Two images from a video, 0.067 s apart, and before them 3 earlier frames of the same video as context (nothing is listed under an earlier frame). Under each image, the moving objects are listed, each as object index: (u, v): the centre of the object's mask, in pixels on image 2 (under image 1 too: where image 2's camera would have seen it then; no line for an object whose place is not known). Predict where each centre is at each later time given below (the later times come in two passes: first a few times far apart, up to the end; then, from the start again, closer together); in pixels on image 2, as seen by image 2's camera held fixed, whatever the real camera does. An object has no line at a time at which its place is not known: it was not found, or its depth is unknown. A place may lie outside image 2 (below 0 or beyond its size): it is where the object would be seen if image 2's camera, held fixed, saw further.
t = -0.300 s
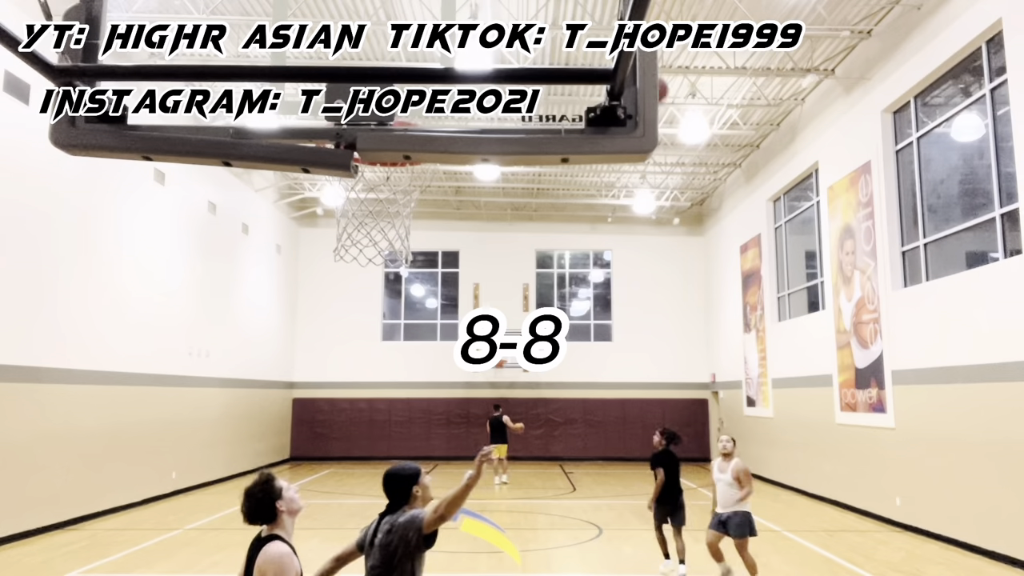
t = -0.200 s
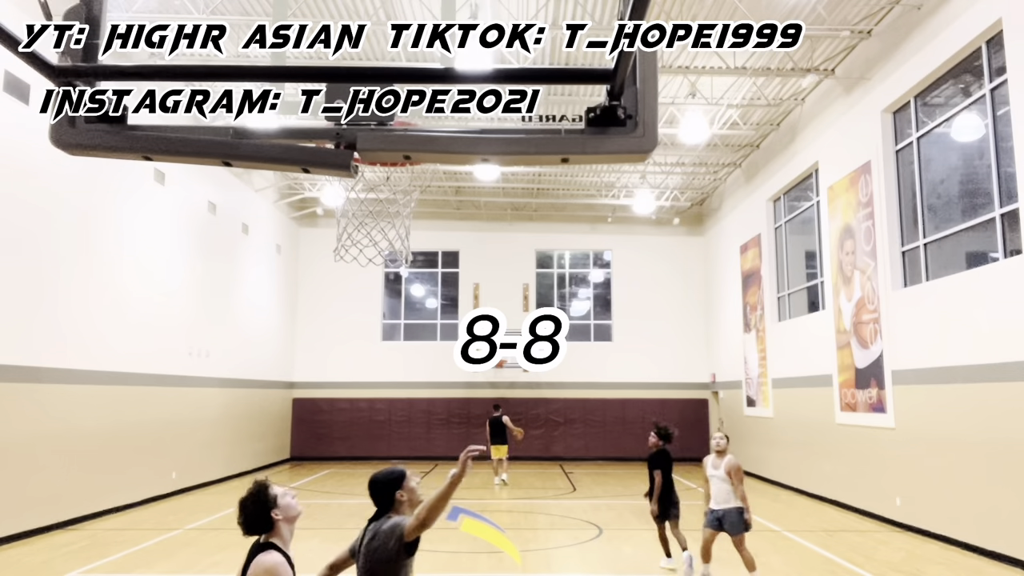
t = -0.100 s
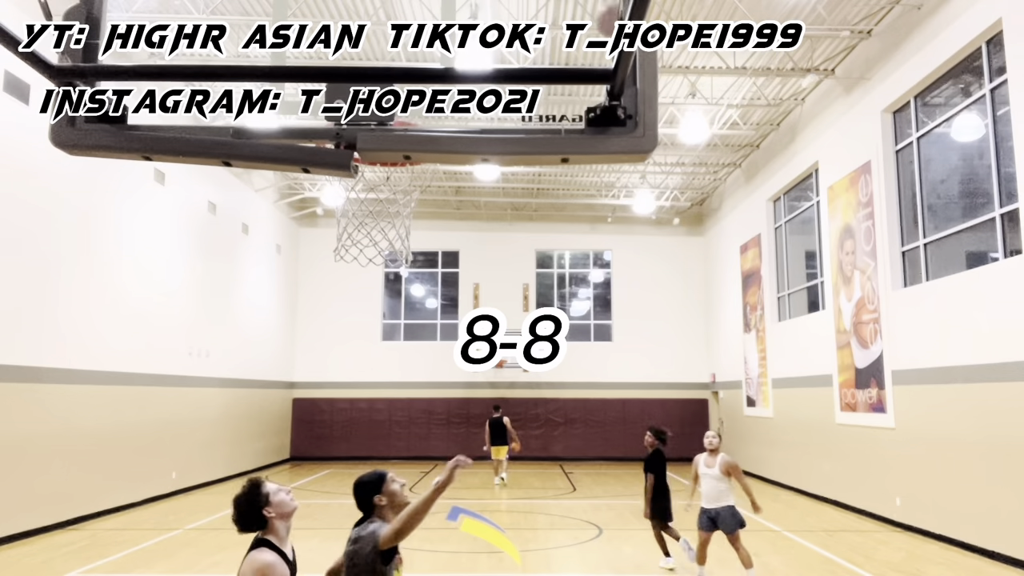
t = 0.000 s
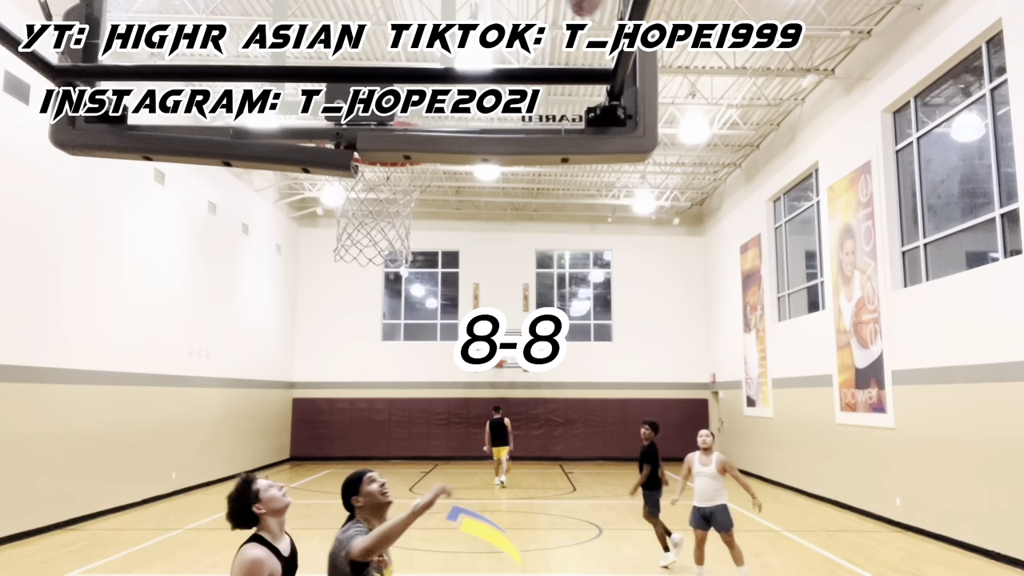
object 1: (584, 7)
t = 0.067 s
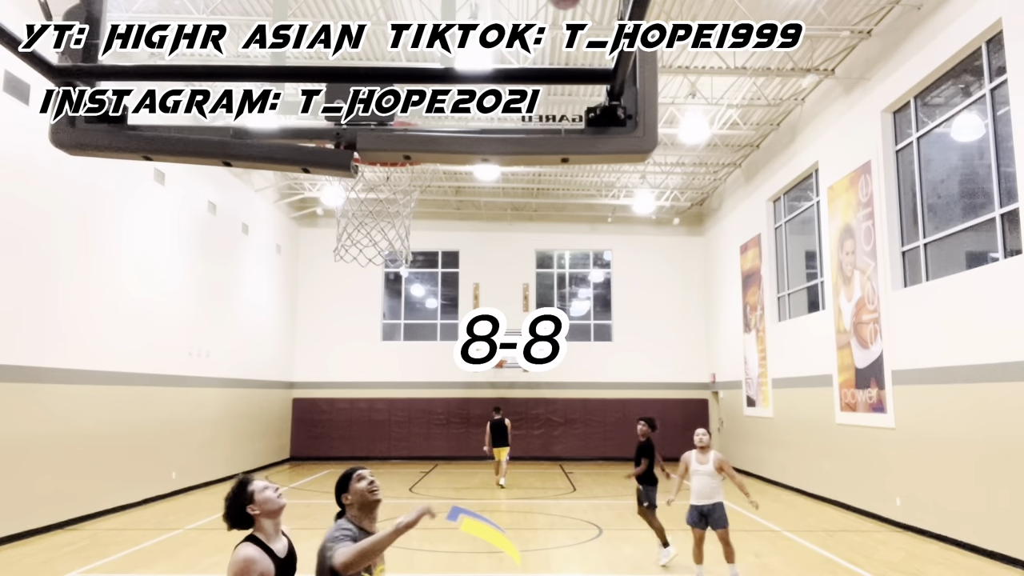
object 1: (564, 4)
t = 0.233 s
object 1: (501, 9)
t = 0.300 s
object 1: (473, 11)
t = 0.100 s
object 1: (553, 3)
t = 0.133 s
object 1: (542, 4)
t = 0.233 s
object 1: (501, 9)
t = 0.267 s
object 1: (487, 10)
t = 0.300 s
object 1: (473, 11)
